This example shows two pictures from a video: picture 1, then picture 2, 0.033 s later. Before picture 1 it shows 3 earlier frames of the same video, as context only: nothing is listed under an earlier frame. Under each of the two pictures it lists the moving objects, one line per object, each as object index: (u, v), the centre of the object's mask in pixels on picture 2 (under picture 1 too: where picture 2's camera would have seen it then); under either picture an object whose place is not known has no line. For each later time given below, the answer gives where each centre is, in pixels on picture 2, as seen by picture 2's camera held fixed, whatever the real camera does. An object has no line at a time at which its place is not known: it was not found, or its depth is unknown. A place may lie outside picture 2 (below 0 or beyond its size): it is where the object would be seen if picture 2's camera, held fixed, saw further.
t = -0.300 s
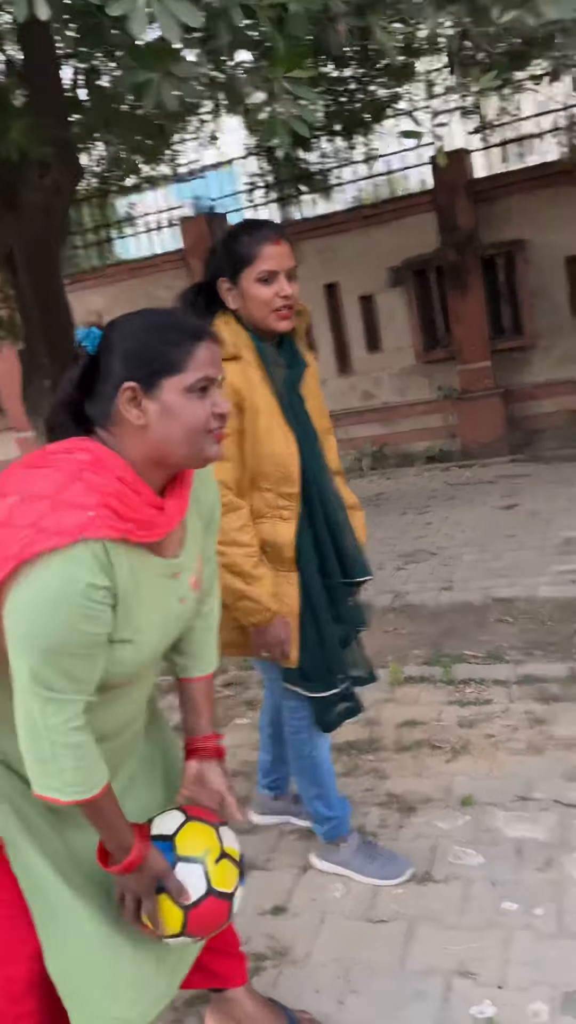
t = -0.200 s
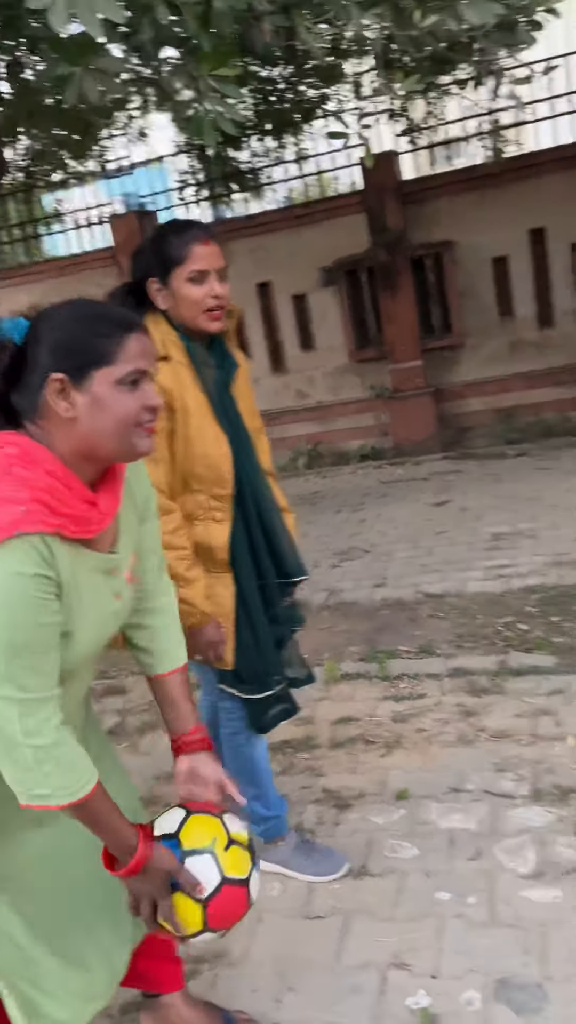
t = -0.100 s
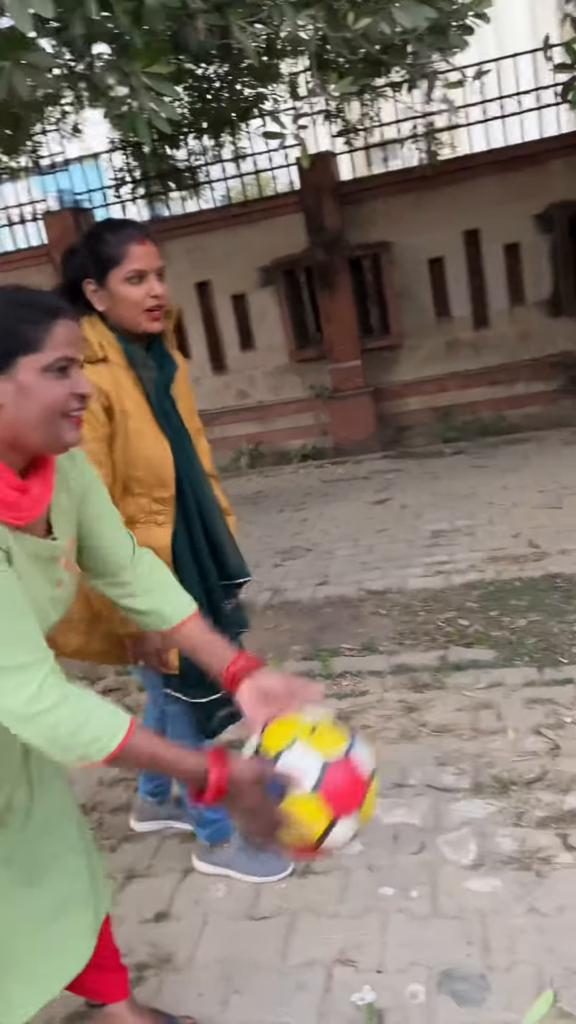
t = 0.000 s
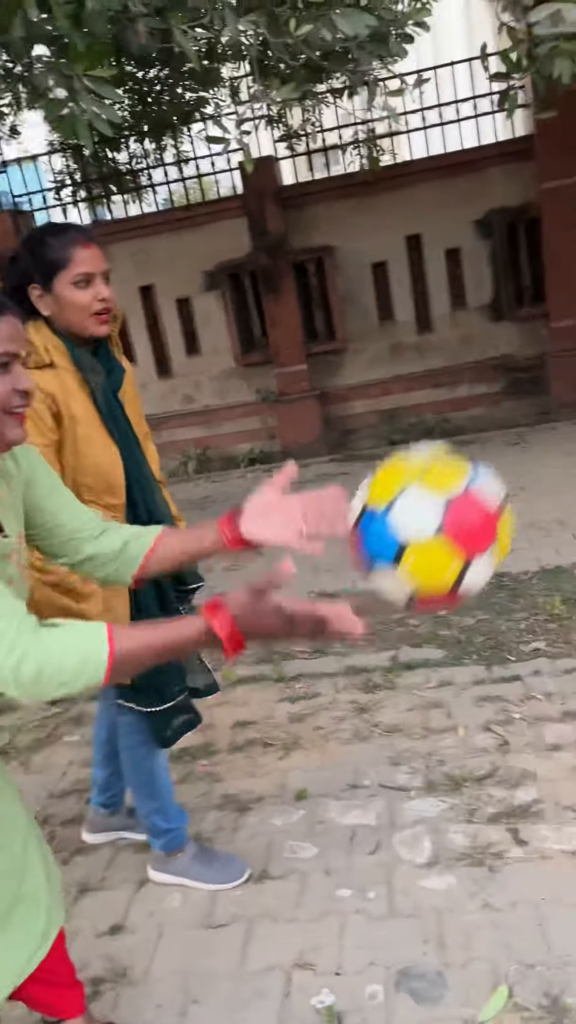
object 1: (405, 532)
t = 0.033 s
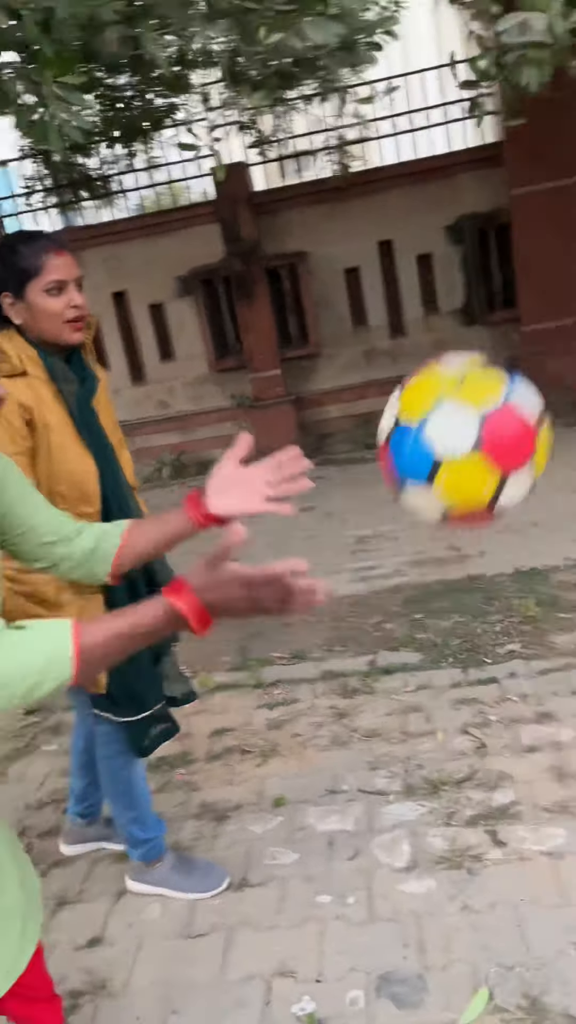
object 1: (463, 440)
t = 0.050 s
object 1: (493, 395)
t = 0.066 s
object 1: (523, 350)
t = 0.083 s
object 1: (550, 311)
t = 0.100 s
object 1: (575, 270)
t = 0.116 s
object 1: (603, 230)
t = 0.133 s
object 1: (630, 195)
